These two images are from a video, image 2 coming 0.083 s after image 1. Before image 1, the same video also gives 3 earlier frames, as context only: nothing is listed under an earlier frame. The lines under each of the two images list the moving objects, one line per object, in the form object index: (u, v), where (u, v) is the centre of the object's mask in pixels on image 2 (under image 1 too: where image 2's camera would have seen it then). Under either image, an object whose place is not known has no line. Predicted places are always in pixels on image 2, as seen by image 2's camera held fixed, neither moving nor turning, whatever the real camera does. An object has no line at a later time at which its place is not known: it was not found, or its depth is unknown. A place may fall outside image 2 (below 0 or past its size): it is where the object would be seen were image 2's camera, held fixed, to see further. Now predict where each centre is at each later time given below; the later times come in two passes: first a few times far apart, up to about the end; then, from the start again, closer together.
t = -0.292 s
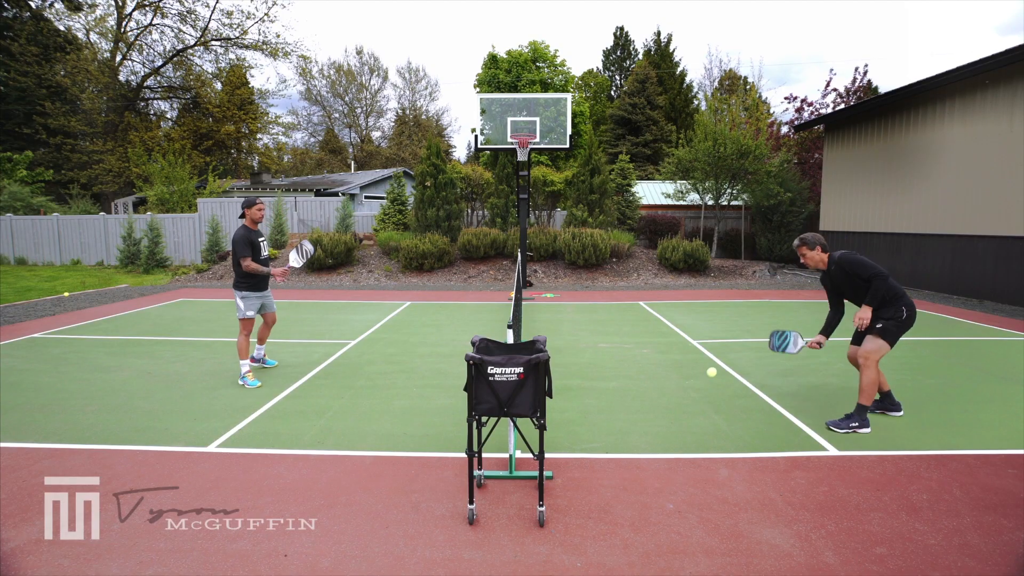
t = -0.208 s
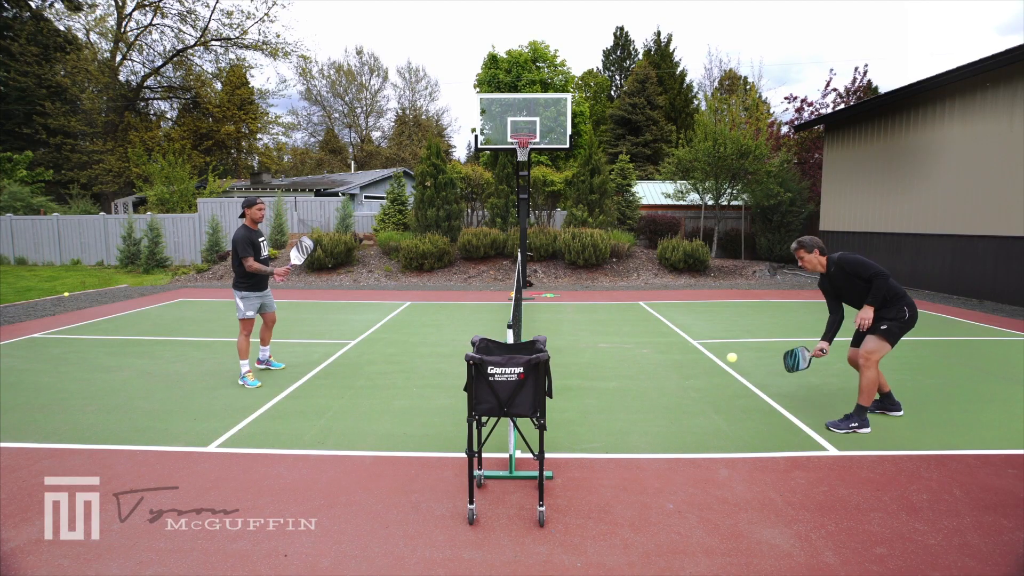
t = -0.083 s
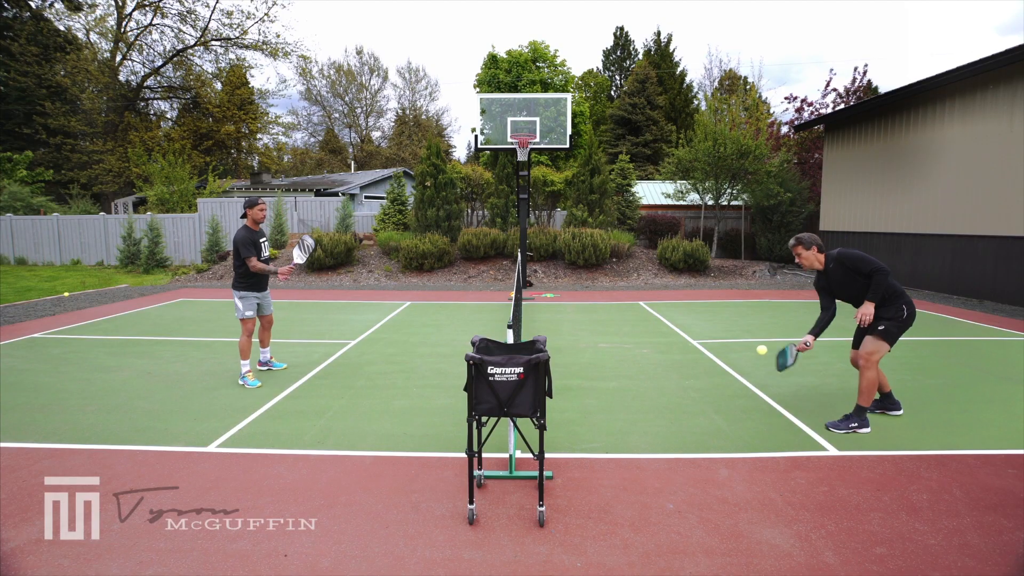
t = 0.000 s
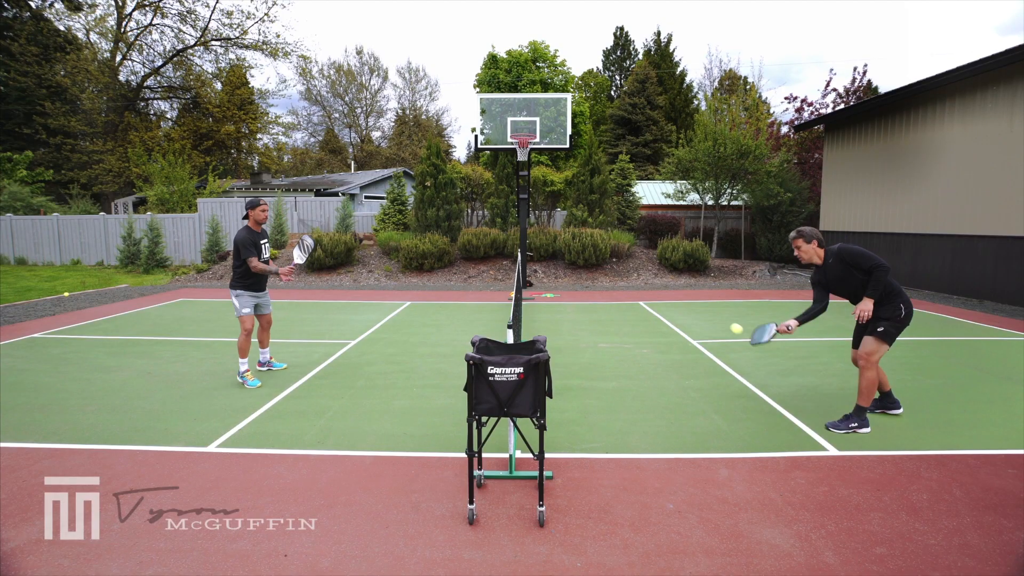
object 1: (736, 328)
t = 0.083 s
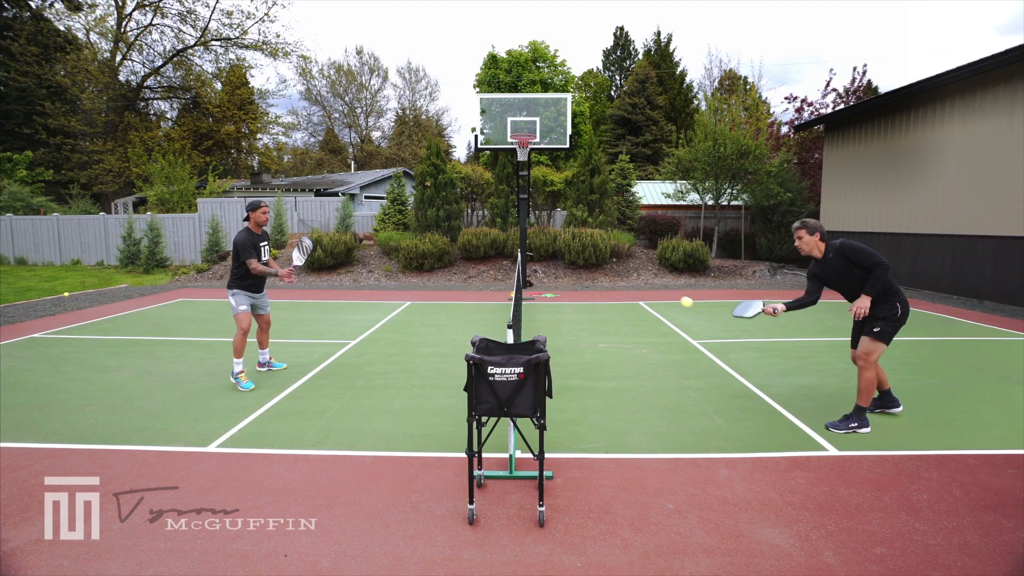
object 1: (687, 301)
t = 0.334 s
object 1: (532, 271)
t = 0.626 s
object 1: (358, 334)
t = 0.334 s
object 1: (532, 271)
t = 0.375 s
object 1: (506, 273)
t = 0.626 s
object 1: (358, 334)
